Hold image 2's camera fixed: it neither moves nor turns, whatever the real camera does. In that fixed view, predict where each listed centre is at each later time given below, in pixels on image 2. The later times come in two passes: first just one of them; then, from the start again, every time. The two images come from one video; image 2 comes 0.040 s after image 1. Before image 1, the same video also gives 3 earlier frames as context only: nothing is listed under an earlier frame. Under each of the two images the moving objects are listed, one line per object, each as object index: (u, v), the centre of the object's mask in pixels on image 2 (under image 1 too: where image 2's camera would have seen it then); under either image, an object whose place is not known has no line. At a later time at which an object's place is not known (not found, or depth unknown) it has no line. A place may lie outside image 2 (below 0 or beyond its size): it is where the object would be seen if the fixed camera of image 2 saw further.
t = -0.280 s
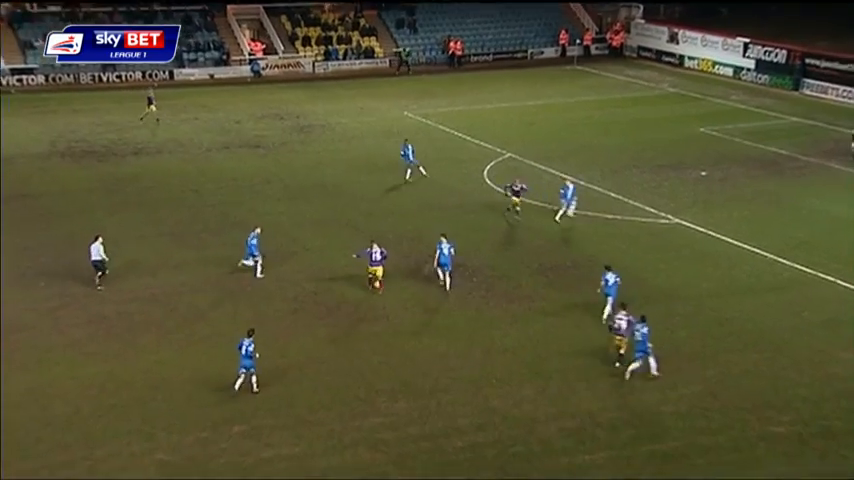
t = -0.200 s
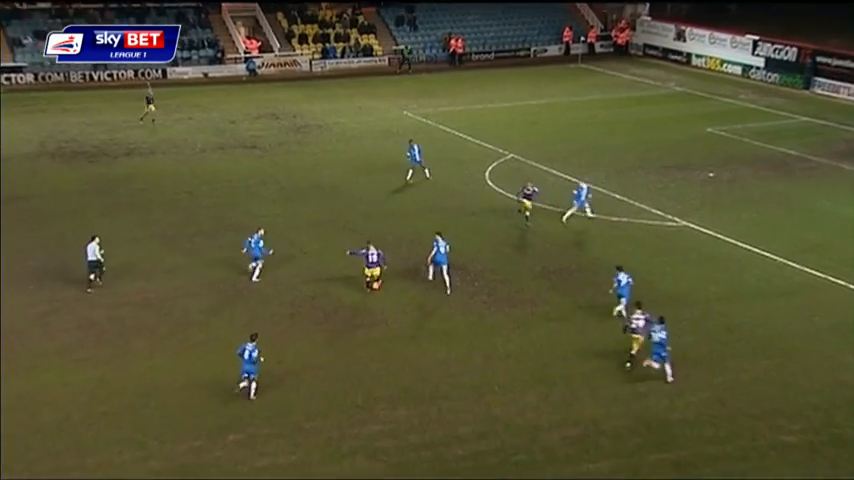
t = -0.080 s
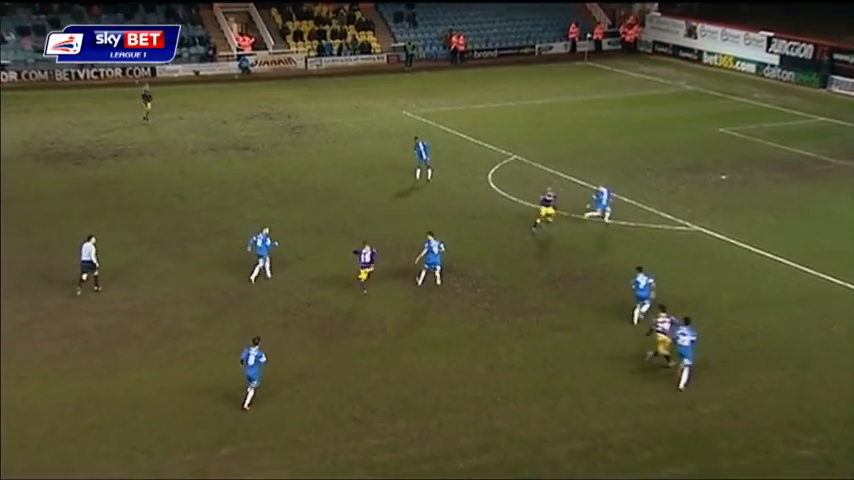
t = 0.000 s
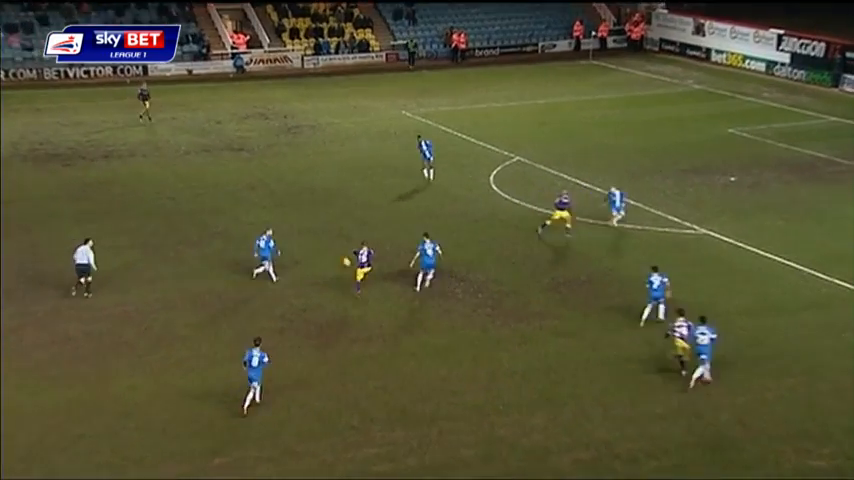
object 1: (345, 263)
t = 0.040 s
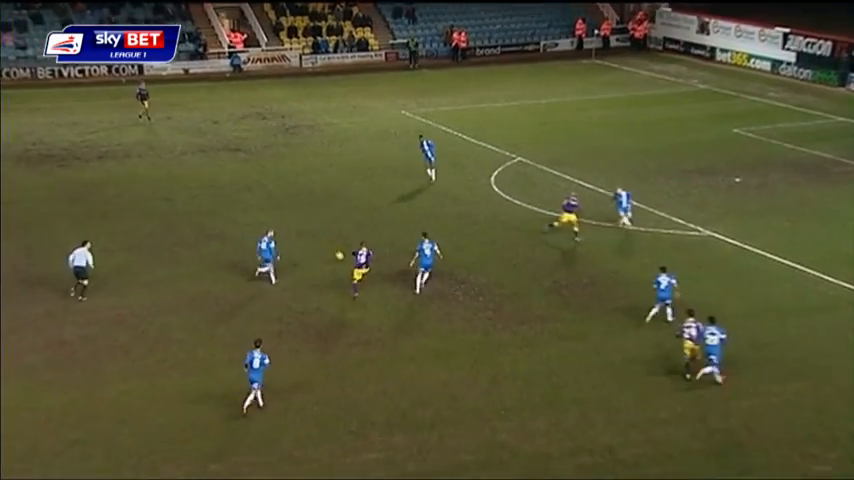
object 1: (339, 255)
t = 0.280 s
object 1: (315, 218)
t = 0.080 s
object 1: (334, 247)
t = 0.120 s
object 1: (329, 240)
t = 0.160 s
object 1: (325, 234)
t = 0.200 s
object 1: (321, 228)
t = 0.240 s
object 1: (318, 223)
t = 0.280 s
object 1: (315, 218)
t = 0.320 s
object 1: (312, 214)
